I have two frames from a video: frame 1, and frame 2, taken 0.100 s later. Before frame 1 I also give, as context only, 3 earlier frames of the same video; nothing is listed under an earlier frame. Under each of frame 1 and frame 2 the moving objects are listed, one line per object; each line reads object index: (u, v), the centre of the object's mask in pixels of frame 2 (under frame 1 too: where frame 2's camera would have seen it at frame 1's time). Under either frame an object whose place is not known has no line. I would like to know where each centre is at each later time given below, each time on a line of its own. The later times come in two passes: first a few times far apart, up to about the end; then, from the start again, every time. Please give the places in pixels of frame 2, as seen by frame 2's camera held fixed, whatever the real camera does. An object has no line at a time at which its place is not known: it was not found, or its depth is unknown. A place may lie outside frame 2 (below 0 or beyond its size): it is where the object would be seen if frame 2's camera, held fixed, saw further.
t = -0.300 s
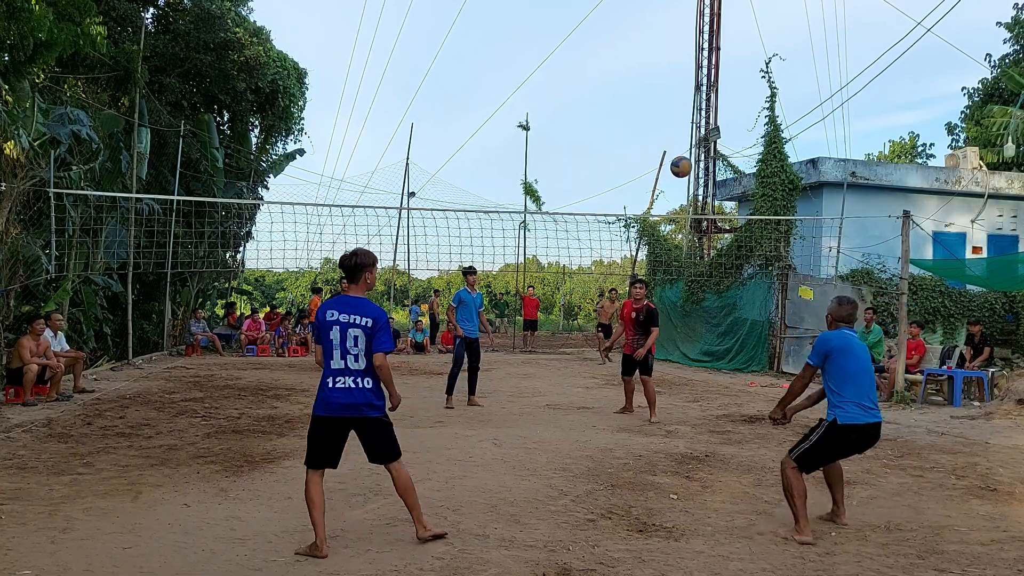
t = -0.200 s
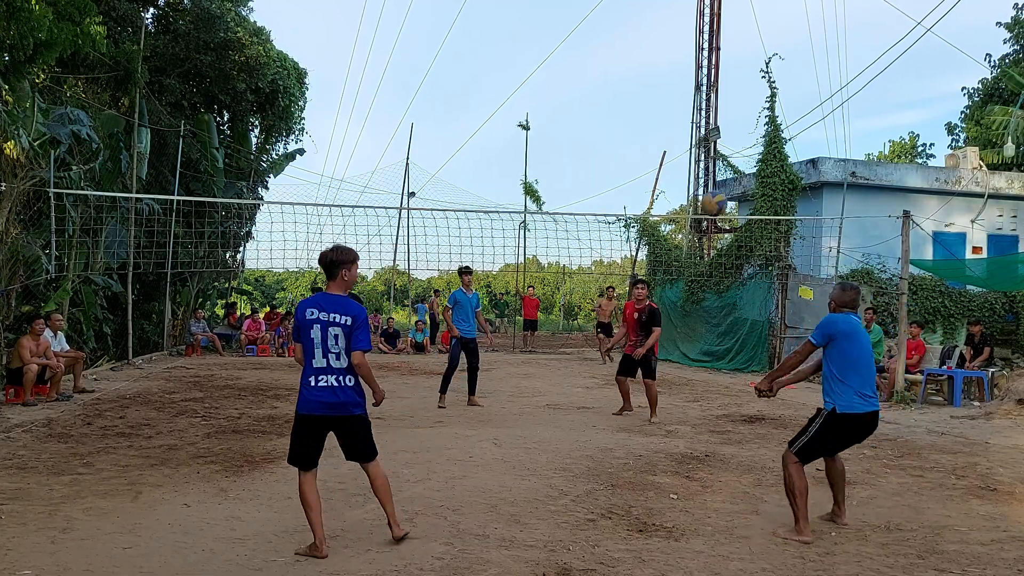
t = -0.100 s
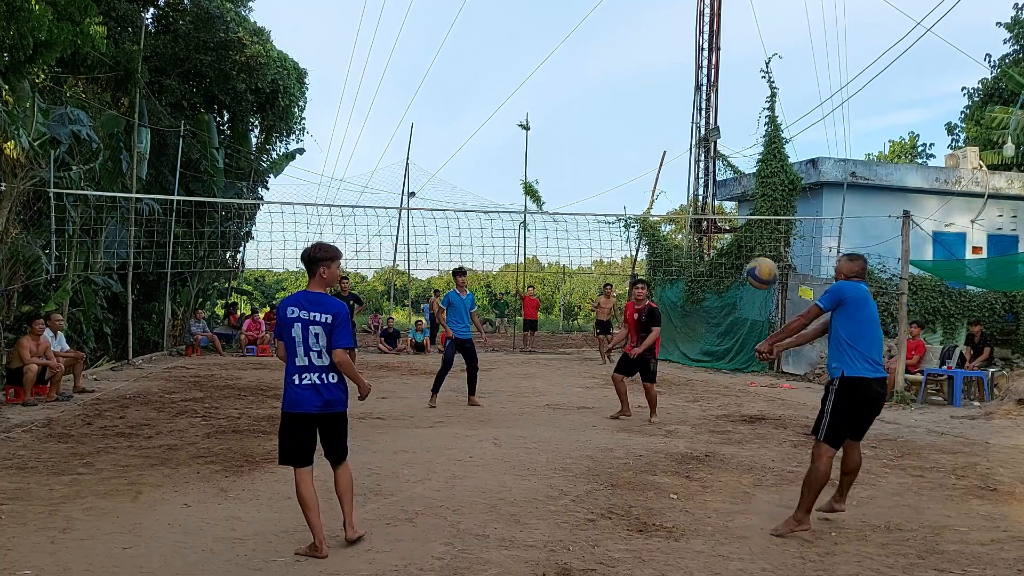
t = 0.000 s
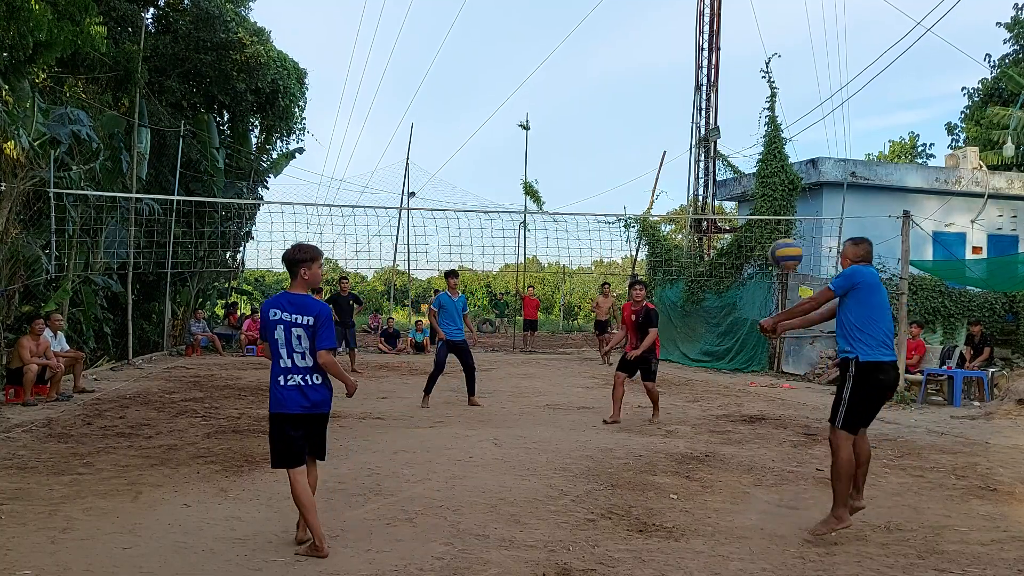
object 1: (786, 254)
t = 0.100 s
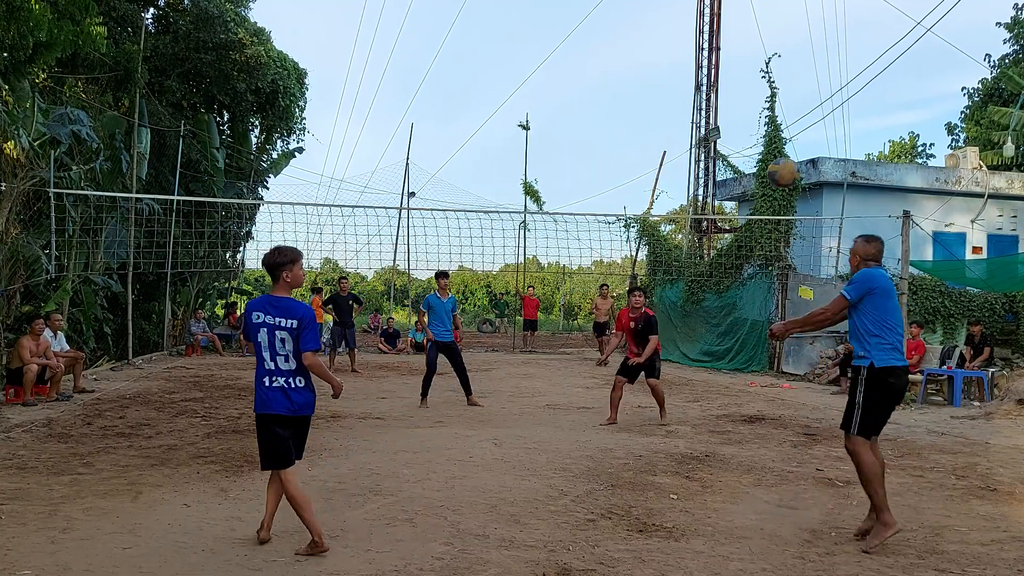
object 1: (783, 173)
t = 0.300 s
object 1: (778, 71)
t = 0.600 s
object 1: (768, 36)
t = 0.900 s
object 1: (757, 100)
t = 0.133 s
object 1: (783, 151)
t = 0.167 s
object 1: (782, 130)
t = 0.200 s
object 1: (781, 113)
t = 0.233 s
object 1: (780, 97)
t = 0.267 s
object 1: (779, 83)
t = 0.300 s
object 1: (778, 71)
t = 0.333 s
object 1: (777, 61)
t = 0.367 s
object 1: (776, 53)
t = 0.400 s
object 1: (775, 46)
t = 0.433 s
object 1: (774, 41)
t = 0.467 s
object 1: (772, 37)
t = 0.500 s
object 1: (771, 34)
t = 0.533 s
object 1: (770, 33)
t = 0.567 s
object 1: (769, 34)
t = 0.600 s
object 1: (768, 36)
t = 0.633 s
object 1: (767, 38)
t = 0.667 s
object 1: (765, 43)
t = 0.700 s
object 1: (764, 48)
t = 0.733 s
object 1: (763, 54)
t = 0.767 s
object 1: (762, 61)
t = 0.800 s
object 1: (760, 70)
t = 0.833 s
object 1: (759, 79)
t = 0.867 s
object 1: (758, 89)
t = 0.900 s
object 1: (757, 100)
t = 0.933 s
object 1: (755, 112)
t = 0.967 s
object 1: (754, 125)
